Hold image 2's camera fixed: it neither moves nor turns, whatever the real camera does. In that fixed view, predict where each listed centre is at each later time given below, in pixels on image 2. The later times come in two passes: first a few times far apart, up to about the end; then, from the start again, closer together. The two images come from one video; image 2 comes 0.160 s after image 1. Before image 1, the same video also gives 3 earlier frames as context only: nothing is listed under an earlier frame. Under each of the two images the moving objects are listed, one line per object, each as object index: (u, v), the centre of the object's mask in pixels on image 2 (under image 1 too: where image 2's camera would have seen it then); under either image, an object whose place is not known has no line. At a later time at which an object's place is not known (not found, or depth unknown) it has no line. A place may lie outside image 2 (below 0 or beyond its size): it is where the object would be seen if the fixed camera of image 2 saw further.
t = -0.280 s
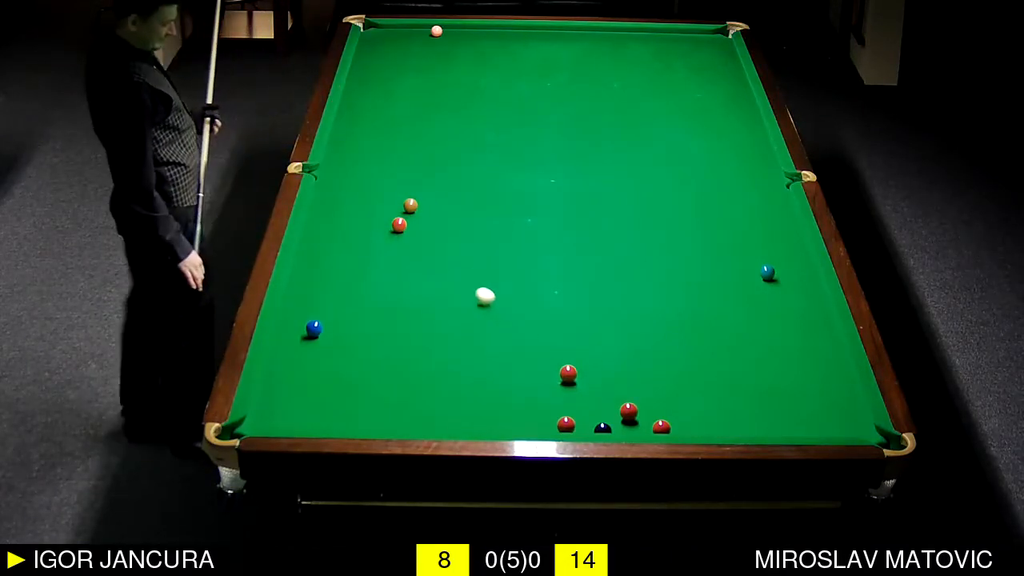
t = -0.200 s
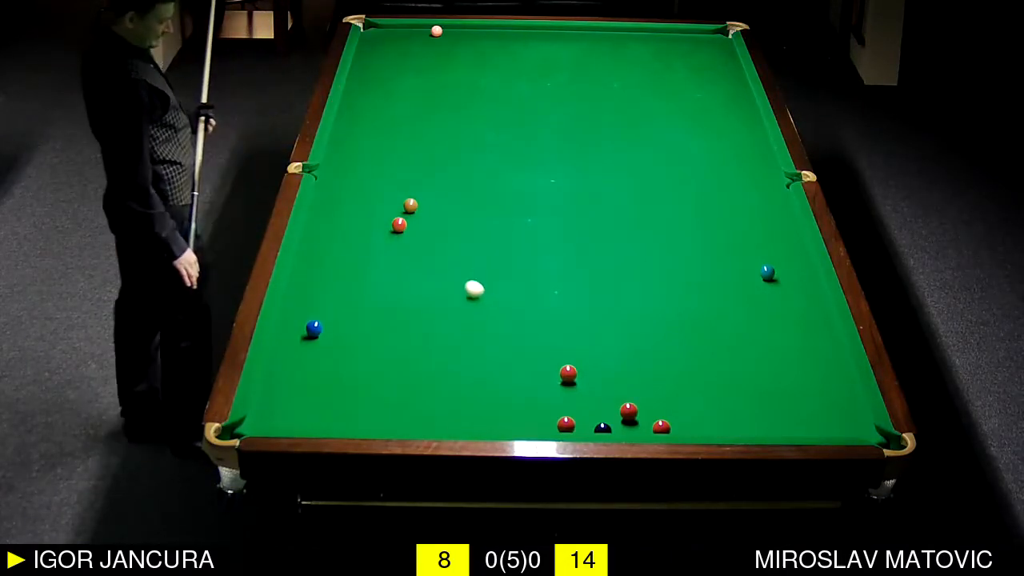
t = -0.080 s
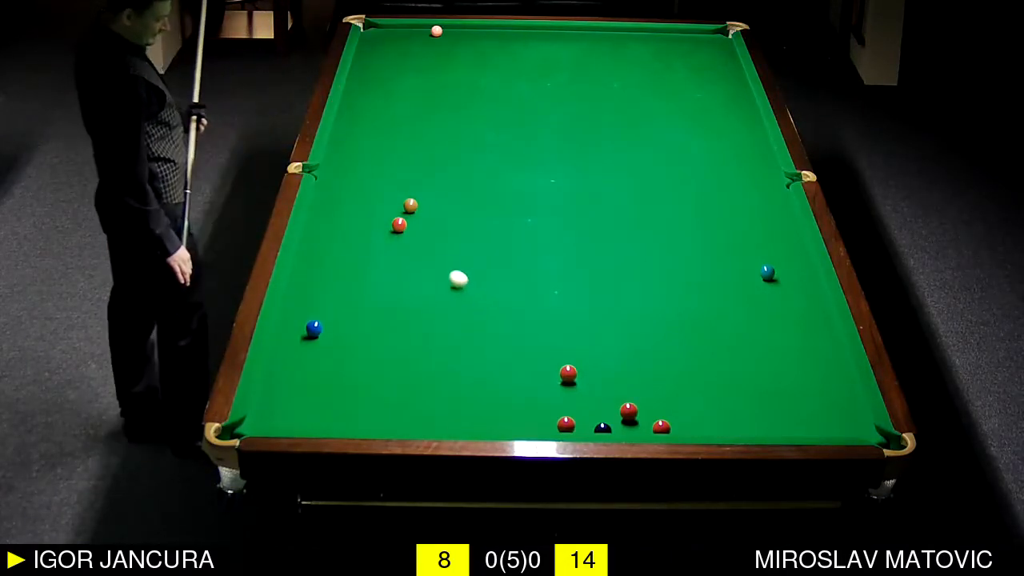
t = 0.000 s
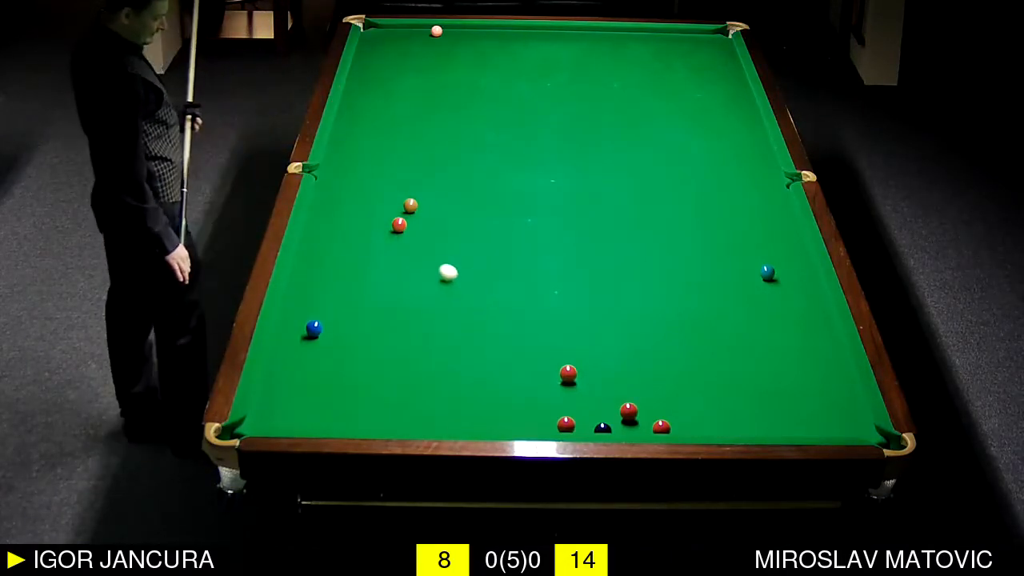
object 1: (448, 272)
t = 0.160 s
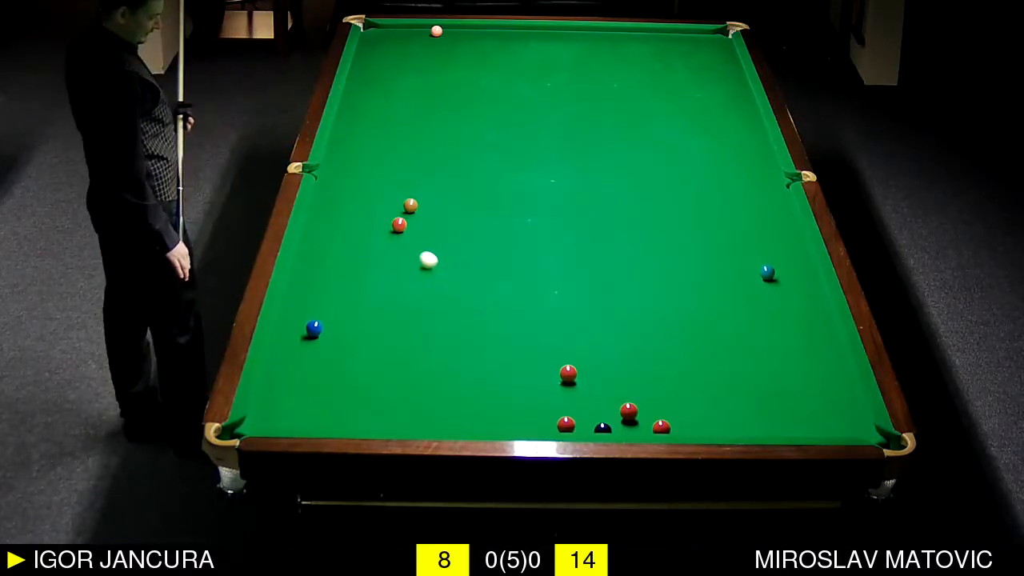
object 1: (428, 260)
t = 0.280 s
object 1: (414, 251)
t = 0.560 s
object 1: (383, 231)
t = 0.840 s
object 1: (355, 214)
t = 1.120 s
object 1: (329, 198)
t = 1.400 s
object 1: (331, 186)
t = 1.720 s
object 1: (351, 174)
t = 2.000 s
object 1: (368, 166)
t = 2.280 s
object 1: (382, 158)
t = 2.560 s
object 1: (395, 151)
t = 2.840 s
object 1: (406, 144)
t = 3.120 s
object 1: (416, 139)
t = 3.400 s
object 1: (425, 134)
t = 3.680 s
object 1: (432, 130)
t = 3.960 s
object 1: (438, 127)
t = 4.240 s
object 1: (443, 125)
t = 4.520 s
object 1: (447, 123)
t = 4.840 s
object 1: (450, 121)
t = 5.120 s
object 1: (452, 121)
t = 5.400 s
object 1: (452, 121)
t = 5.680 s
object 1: (452, 121)
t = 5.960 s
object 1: (452, 121)
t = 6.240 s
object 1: (452, 121)
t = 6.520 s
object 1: (452, 121)
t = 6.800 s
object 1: (451, 121)
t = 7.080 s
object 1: (451, 121)
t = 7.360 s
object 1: (451, 121)
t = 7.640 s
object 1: (452, 121)
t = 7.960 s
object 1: (452, 121)
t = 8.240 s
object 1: (452, 121)
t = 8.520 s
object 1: (451, 121)
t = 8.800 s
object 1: (452, 121)
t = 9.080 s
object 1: (452, 121)
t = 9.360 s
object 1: (452, 121)
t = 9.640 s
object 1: (452, 121)
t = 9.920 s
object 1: (452, 121)
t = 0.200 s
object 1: (423, 257)
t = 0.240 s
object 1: (418, 254)
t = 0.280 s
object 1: (414, 251)
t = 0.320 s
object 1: (409, 248)
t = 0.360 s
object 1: (405, 245)
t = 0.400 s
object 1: (400, 242)
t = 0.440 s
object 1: (396, 240)
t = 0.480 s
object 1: (391, 237)
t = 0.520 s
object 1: (387, 234)
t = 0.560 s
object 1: (383, 231)
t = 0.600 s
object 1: (379, 229)
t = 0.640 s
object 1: (374, 226)
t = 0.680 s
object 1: (371, 224)
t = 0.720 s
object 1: (366, 221)
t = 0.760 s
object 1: (363, 219)
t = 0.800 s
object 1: (359, 216)
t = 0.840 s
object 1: (355, 214)
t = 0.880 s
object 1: (351, 212)
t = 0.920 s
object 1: (347, 209)
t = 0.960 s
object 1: (343, 207)
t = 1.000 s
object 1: (340, 205)
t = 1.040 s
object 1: (336, 202)
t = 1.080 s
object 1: (333, 200)
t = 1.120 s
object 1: (329, 198)
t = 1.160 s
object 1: (325, 196)
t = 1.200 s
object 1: (322, 194)
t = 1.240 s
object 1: (320, 192)
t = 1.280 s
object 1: (323, 190)
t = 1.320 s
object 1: (325, 188)
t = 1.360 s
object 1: (328, 187)
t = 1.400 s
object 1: (331, 186)
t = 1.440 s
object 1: (334, 184)
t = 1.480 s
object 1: (336, 183)
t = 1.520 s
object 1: (339, 181)
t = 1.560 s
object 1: (342, 180)
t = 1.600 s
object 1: (344, 179)
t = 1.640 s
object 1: (347, 177)
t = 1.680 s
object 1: (349, 176)
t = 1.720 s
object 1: (351, 174)
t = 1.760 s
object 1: (354, 173)
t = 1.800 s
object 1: (356, 172)
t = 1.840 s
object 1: (359, 171)
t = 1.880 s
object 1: (361, 169)
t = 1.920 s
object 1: (363, 168)
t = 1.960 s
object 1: (365, 167)
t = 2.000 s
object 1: (368, 166)
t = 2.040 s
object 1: (370, 165)
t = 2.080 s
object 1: (372, 164)
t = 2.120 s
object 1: (374, 162)
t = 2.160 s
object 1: (376, 161)
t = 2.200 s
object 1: (378, 160)
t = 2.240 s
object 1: (380, 159)
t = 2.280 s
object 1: (382, 158)
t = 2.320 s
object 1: (384, 157)
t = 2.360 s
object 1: (386, 156)
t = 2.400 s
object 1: (388, 155)
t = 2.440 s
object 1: (390, 154)
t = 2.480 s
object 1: (391, 153)
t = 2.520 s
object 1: (393, 152)
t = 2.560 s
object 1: (395, 151)
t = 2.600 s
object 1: (397, 150)
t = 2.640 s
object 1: (398, 149)
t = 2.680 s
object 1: (400, 148)
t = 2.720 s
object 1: (402, 147)
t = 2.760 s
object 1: (403, 146)
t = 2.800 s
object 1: (405, 145)
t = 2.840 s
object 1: (406, 144)
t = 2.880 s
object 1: (408, 144)
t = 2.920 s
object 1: (409, 143)
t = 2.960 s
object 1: (411, 142)
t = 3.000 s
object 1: (412, 141)
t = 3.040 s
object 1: (413, 141)
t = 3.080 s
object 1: (415, 140)
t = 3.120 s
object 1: (416, 139)
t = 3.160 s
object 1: (417, 138)
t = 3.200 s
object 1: (419, 138)
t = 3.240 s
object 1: (420, 137)
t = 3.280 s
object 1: (421, 136)
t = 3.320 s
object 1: (422, 136)
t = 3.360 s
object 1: (423, 135)
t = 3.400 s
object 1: (425, 134)
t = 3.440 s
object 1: (426, 134)
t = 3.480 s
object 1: (427, 133)
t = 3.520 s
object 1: (428, 133)
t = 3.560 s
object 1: (429, 132)
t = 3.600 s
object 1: (430, 131)
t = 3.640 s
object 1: (431, 131)
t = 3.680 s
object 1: (432, 130)
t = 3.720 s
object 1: (433, 130)
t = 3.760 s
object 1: (434, 129)
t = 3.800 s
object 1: (435, 129)
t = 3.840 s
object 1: (436, 128)
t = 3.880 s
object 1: (437, 128)
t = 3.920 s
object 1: (437, 128)
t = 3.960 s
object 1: (438, 127)
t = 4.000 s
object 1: (439, 127)
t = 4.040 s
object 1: (440, 126)
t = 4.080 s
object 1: (441, 126)
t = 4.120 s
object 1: (441, 126)
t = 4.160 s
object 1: (442, 125)
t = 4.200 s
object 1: (443, 125)
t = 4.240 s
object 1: (443, 125)
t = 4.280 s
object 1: (444, 124)
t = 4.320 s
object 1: (444, 124)
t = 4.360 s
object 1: (445, 124)
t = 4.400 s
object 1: (446, 123)
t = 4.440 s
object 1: (446, 123)
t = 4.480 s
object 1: (447, 123)
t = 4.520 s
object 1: (447, 123)
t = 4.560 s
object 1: (447, 122)
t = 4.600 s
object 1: (448, 122)
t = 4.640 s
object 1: (448, 122)
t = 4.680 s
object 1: (449, 122)
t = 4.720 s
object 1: (449, 122)
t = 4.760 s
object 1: (450, 121)
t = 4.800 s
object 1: (450, 121)
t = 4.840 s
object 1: (450, 121)
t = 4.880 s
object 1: (451, 121)
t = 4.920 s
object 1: (451, 121)
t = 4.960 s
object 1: (451, 121)
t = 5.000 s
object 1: (451, 121)
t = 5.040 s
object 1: (451, 121)
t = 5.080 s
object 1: (452, 121)
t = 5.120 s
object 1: (452, 121)
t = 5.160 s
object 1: (452, 121)
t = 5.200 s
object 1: (452, 121)
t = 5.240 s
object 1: (452, 121)
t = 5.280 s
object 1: (452, 121)
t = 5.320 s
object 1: (452, 121)
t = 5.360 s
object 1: (452, 121)
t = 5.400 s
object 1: (452, 121)
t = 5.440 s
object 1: (452, 121)
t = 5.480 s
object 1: (452, 121)
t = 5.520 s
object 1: (452, 121)
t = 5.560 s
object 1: (452, 121)
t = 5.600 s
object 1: (452, 121)
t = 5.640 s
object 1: (452, 121)
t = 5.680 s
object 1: (452, 121)
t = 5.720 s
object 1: (452, 121)
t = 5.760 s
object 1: (452, 121)
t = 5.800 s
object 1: (452, 121)
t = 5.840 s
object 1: (452, 121)
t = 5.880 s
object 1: (452, 121)
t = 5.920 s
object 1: (452, 121)
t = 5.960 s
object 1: (452, 121)
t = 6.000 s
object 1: (452, 121)
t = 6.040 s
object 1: (452, 121)
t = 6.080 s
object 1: (452, 121)
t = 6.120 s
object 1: (452, 121)
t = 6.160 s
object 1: (452, 121)
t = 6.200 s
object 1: (452, 121)
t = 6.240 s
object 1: (452, 121)
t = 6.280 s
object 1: (452, 121)
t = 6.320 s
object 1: (452, 121)
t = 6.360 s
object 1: (452, 121)
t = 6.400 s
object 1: (452, 121)
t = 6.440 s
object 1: (452, 121)
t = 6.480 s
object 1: (452, 121)
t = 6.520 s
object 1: (452, 121)
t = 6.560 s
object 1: (451, 121)
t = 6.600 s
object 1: (451, 121)
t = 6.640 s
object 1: (451, 121)
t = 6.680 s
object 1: (451, 121)
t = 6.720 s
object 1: (452, 121)
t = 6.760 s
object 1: (452, 121)
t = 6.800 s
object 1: (451, 121)
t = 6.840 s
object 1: (451, 121)
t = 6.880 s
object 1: (451, 121)
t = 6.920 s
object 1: (451, 121)
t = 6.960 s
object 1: (451, 121)
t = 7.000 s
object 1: (451, 121)
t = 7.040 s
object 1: (452, 121)
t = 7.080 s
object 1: (451, 121)
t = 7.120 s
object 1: (452, 121)
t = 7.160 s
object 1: (451, 121)
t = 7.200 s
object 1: (451, 121)
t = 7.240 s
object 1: (452, 121)
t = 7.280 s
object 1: (452, 121)
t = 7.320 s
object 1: (451, 121)
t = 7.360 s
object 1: (451, 121)
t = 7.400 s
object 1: (451, 121)
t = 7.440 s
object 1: (451, 121)
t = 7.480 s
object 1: (452, 121)
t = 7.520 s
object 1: (452, 121)
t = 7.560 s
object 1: (452, 121)
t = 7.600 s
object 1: (452, 121)
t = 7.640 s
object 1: (452, 121)
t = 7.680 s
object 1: (452, 121)
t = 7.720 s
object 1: (452, 121)
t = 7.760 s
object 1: (452, 121)
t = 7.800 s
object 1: (452, 121)
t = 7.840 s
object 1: (452, 121)
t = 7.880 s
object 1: (451, 121)
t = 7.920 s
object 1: (452, 121)
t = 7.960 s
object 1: (452, 121)
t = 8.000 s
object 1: (452, 121)
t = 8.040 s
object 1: (452, 121)
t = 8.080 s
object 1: (452, 121)
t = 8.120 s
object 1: (452, 121)
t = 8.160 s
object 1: (452, 121)
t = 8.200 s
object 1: (452, 121)
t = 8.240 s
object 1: (452, 121)
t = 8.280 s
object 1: (452, 121)
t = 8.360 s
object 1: (452, 121)
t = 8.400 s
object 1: (451, 121)
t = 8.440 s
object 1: (452, 121)
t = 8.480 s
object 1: (452, 121)
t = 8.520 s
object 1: (451, 121)
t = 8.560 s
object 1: (452, 121)
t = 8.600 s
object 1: (451, 121)
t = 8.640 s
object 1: (451, 121)
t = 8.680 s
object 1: (452, 121)
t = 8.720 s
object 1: (452, 121)
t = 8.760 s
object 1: (452, 121)
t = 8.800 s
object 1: (452, 121)
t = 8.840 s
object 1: (452, 121)
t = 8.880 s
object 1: (452, 121)
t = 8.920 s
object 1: (452, 121)
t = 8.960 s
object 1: (452, 121)
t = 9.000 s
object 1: (452, 121)
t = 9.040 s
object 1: (452, 121)
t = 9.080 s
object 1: (452, 121)
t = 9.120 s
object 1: (452, 121)
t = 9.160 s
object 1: (452, 121)
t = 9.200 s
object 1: (452, 121)
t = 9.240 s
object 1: (452, 121)
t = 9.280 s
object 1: (452, 121)
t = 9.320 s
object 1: (452, 121)
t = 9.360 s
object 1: (452, 121)
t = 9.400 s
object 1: (452, 121)
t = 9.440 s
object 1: (452, 121)
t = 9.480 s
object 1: (452, 121)
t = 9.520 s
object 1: (452, 121)
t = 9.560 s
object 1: (452, 121)
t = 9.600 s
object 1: (452, 121)
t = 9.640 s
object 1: (452, 121)
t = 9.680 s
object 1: (452, 121)
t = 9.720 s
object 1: (452, 121)
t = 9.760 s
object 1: (452, 121)
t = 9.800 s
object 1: (452, 121)
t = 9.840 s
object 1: (452, 121)
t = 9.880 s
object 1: (452, 121)
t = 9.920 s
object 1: (452, 121)
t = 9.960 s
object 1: (452, 121)
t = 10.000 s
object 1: (452, 121)
